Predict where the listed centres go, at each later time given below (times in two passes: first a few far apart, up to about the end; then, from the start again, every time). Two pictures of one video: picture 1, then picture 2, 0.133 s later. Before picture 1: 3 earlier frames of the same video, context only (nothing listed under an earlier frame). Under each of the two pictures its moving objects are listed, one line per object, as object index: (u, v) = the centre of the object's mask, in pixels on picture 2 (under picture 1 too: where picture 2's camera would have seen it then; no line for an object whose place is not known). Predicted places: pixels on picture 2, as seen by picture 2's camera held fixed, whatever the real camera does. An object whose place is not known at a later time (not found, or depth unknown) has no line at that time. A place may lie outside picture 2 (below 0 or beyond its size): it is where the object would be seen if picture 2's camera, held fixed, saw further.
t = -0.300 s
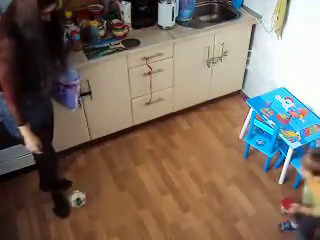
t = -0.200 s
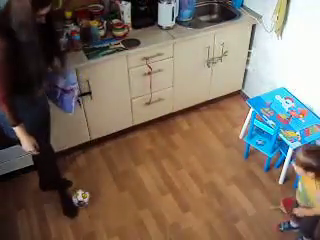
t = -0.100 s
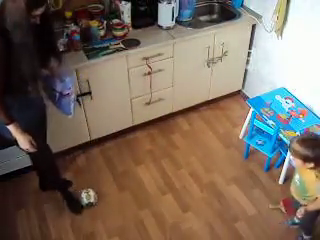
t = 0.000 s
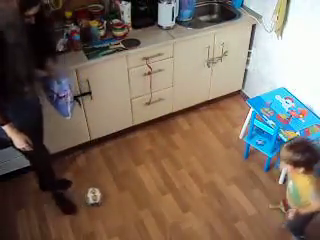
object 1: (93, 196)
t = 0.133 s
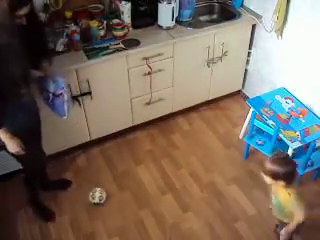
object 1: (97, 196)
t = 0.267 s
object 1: (101, 196)
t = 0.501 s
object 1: (107, 195)
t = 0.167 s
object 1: (98, 196)
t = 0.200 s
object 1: (99, 196)
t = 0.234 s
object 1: (100, 195)
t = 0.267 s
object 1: (101, 196)
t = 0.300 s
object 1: (102, 195)
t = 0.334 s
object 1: (103, 195)
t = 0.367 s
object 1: (104, 195)
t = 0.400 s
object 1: (105, 195)
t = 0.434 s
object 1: (105, 195)
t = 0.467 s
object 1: (106, 195)
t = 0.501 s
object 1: (107, 195)
